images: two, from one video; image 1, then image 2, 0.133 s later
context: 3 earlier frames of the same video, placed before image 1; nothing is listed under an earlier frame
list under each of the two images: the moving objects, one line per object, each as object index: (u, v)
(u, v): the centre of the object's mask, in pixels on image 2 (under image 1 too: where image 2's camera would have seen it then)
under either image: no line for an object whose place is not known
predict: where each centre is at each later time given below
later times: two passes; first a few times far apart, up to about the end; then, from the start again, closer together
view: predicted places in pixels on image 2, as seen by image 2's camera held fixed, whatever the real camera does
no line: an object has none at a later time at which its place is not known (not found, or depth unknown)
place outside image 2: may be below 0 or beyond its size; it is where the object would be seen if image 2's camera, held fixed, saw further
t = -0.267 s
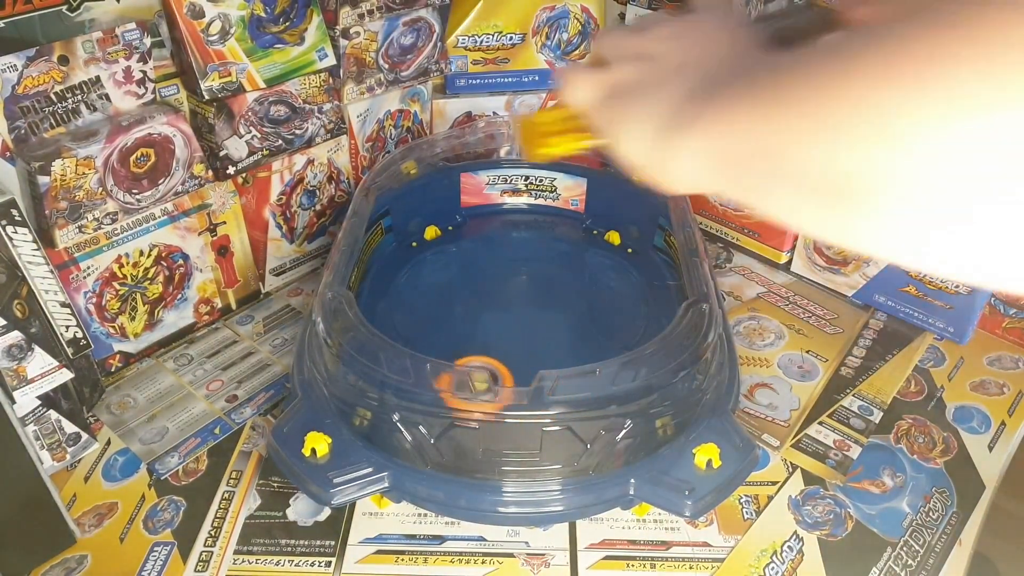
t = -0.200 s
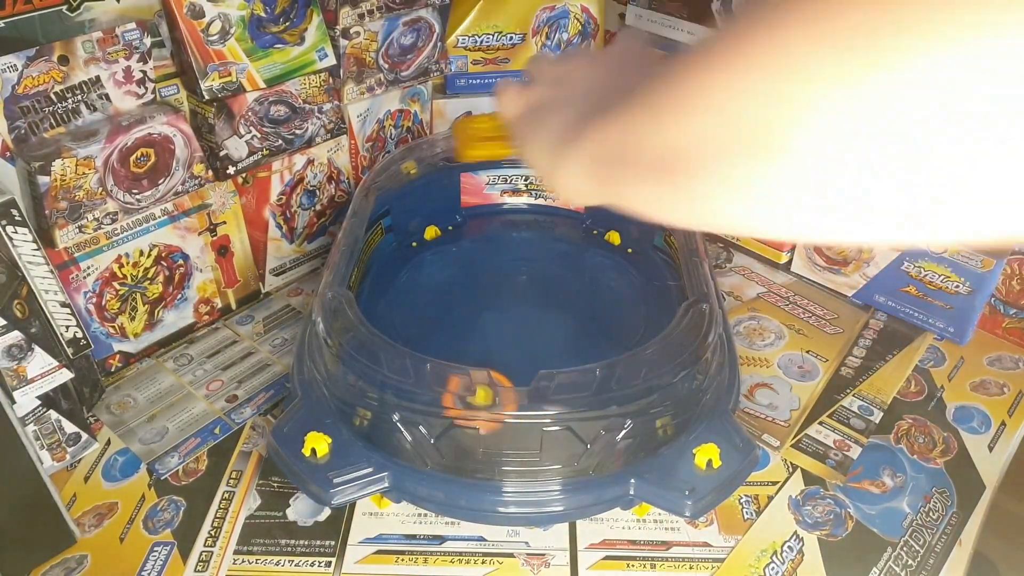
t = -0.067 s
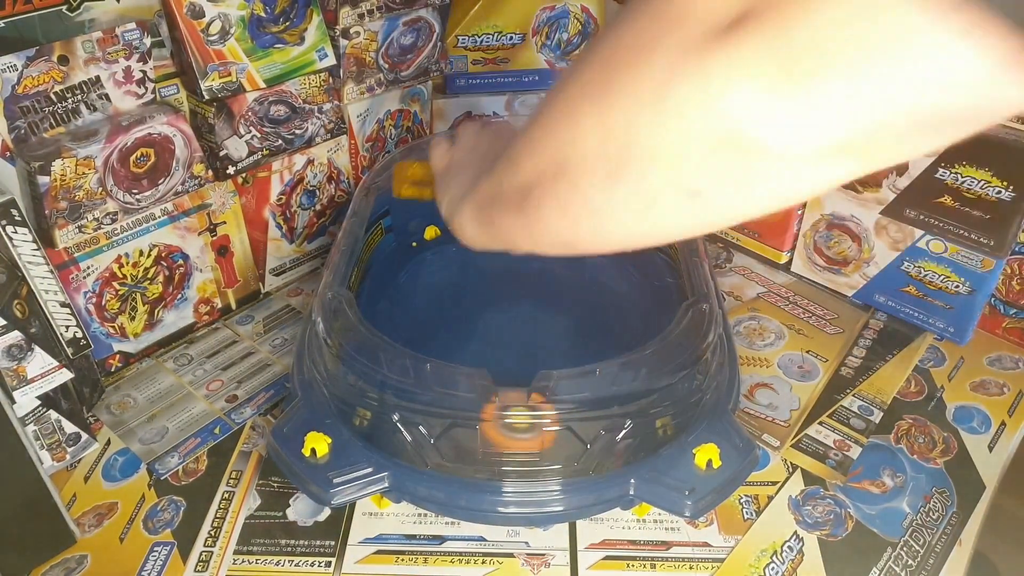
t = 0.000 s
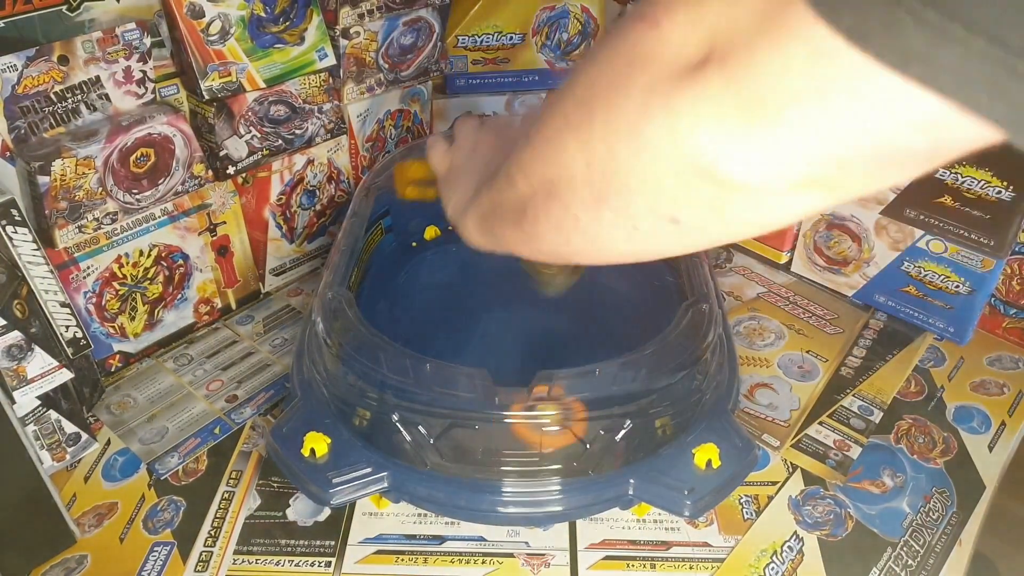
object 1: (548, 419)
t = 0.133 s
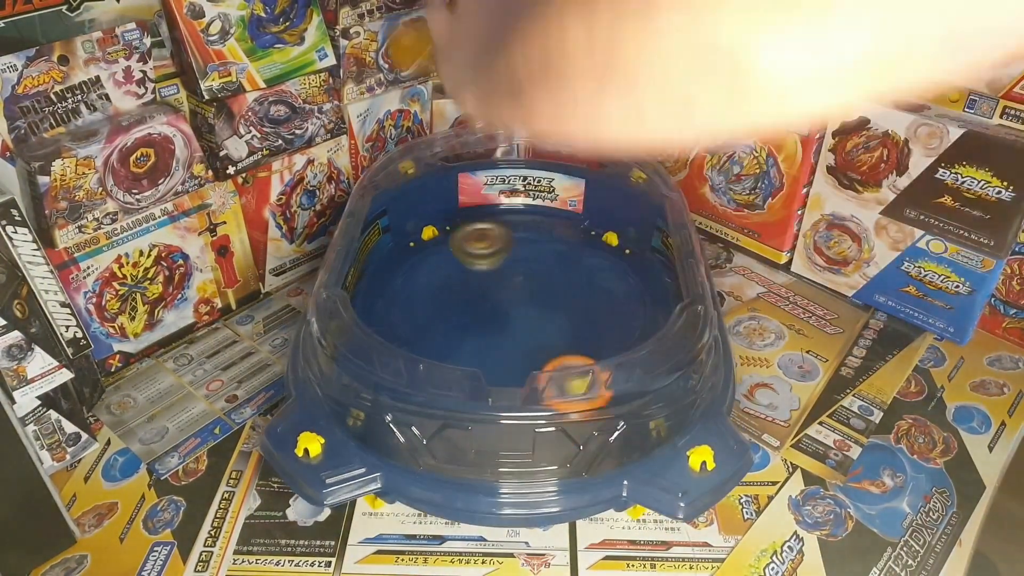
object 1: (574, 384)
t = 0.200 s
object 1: (569, 366)
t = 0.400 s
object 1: (517, 329)
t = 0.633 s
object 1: (498, 383)
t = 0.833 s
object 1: (553, 437)
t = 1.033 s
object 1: (579, 404)
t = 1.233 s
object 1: (576, 367)
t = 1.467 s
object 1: (523, 384)
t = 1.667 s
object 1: (520, 446)
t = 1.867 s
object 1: (551, 425)
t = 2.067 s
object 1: (555, 377)
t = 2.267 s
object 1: (555, 370)
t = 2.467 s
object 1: (516, 388)
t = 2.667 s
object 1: (534, 407)
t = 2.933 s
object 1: (565, 351)
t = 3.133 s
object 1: (517, 333)
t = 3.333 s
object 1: (495, 327)
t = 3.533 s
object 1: (502, 315)
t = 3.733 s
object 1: (508, 310)
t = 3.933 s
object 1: (527, 300)
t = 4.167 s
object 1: (550, 290)
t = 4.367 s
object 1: (561, 276)
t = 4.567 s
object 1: (553, 269)
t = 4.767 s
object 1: (553, 252)
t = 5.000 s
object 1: (520, 264)
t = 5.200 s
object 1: (507, 303)
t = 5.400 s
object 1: (488, 352)
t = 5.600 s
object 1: (478, 394)
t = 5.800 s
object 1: (500, 423)
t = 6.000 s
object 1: (523, 402)
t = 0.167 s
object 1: (573, 378)
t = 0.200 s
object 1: (569, 366)
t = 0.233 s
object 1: (560, 349)
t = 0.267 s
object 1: (553, 348)
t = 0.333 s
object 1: (536, 338)
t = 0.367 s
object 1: (526, 333)
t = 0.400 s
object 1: (517, 329)
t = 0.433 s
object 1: (508, 328)
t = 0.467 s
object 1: (498, 327)
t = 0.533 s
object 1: (487, 336)
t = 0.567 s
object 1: (492, 351)
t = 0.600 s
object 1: (495, 370)
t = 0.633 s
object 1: (498, 383)
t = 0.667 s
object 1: (503, 400)
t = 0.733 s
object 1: (522, 428)
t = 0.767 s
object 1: (530, 435)
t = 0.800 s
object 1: (541, 438)
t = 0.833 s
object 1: (553, 437)
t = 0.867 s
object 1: (562, 439)
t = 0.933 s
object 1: (574, 429)
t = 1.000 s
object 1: (579, 408)
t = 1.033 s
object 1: (579, 404)
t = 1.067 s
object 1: (576, 385)
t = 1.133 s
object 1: (571, 368)
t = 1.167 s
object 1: (571, 365)
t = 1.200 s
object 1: (575, 366)
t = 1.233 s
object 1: (576, 367)
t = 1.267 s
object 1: (574, 368)
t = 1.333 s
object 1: (561, 369)
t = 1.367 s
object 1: (553, 370)
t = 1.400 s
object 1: (541, 373)
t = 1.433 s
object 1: (531, 379)
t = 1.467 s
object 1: (523, 384)
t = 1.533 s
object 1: (513, 415)
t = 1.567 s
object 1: (512, 429)
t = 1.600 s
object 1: (513, 438)
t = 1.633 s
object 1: (515, 442)
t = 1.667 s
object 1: (520, 446)
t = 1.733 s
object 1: (531, 448)
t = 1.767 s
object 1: (537, 445)
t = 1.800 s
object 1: (542, 439)
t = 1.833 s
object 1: (548, 432)
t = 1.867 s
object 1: (551, 425)
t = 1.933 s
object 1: (564, 399)
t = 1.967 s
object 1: (560, 392)
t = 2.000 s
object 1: (560, 387)
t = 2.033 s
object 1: (559, 382)
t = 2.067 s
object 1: (555, 377)
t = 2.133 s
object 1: (544, 372)
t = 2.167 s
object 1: (553, 371)
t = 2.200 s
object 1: (557, 370)
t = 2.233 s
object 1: (557, 370)
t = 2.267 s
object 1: (555, 370)
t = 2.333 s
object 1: (538, 371)
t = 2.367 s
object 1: (525, 376)
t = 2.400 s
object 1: (516, 380)
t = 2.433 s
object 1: (507, 386)
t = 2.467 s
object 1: (516, 388)
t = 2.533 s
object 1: (534, 395)
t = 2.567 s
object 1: (538, 401)
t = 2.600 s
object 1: (538, 404)
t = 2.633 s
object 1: (536, 406)
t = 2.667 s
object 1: (534, 407)
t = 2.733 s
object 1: (557, 398)
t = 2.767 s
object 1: (567, 391)
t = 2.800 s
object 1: (578, 384)
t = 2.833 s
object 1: (582, 379)
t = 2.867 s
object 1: (580, 372)
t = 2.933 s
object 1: (565, 351)
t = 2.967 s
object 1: (554, 350)
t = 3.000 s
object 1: (541, 348)
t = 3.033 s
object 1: (529, 348)
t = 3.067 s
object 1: (523, 342)
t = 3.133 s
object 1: (517, 333)
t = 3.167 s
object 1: (514, 331)
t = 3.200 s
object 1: (509, 331)
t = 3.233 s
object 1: (503, 331)
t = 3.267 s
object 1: (497, 332)
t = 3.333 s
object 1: (495, 327)
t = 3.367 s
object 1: (496, 324)
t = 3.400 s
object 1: (497, 322)
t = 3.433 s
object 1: (499, 320)
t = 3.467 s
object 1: (500, 318)
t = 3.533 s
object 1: (502, 315)
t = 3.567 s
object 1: (503, 314)
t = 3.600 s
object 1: (504, 313)
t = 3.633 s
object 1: (505, 312)
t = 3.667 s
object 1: (506, 311)
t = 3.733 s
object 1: (508, 310)
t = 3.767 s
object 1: (509, 310)
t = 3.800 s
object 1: (510, 310)
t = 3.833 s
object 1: (510, 311)
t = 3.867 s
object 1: (515, 306)
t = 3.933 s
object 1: (527, 300)
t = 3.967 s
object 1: (532, 300)
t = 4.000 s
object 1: (536, 299)
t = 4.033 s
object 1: (539, 298)
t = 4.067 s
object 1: (543, 296)
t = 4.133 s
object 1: (548, 292)
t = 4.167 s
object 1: (550, 290)
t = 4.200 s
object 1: (552, 287)
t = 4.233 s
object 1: (554, 285)
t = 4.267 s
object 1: (556, 282)
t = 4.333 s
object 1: (560, 278)
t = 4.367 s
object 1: (561, 276)
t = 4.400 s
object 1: (561, 275)
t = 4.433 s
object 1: (561, 273)
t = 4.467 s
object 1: (559, 270)
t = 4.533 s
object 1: (556, 269)
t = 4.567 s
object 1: (553, 269)
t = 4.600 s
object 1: (551, 270)
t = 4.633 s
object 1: (555, 267)
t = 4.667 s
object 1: (559, 262)
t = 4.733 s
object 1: (557, 255)
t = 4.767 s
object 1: (553, 252)
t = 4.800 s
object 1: (547, 250)
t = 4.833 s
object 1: (541, 249)
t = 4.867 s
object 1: (534, 250)
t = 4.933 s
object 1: (524, 256)
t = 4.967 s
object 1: (522, 260)
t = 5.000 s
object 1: (520, 264)
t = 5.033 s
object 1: (519, 269)
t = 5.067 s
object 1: (517, 275)
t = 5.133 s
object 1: (513, 288)
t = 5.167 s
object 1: (511, 296)
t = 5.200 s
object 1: (507, 303)
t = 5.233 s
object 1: (504, 311)
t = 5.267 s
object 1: (500, 319)
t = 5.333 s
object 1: (492, 338)
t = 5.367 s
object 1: (489, 346)
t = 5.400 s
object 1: (488, 352)
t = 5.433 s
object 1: (488, 357)
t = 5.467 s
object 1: (488, 361)
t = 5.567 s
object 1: (480, 387)
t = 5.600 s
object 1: (478, 394)
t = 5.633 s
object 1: (478, 399)
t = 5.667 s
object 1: (480, 407)
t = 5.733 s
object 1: (489, 419)
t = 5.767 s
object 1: (495, 421)
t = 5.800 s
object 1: (500, 423)
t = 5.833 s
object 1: (504, 422)
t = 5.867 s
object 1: (510, 421)
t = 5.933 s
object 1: (519, 412)
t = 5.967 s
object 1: (523, 406)
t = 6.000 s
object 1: (523, 402)
